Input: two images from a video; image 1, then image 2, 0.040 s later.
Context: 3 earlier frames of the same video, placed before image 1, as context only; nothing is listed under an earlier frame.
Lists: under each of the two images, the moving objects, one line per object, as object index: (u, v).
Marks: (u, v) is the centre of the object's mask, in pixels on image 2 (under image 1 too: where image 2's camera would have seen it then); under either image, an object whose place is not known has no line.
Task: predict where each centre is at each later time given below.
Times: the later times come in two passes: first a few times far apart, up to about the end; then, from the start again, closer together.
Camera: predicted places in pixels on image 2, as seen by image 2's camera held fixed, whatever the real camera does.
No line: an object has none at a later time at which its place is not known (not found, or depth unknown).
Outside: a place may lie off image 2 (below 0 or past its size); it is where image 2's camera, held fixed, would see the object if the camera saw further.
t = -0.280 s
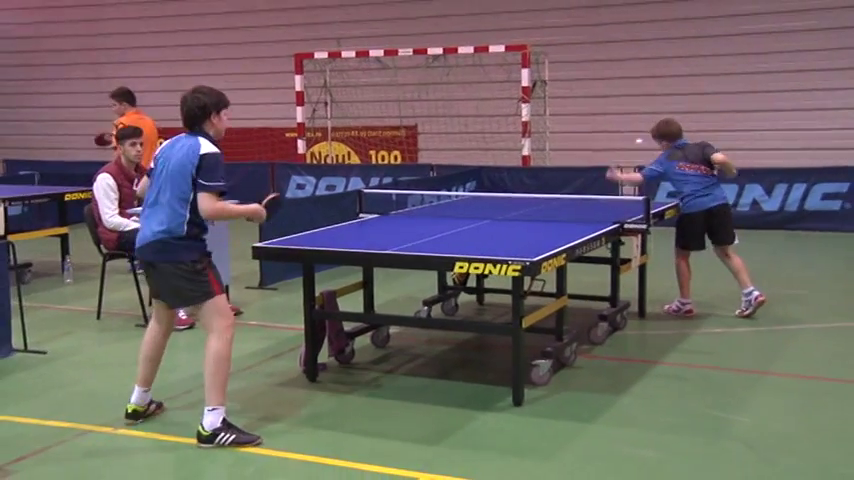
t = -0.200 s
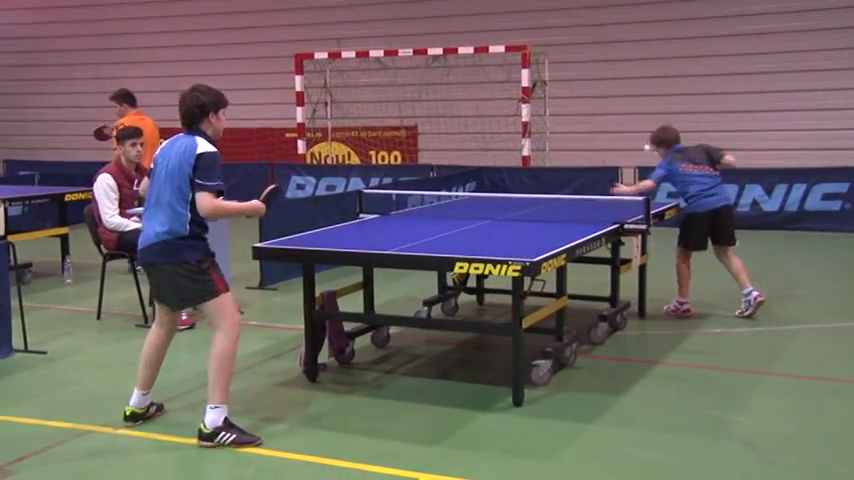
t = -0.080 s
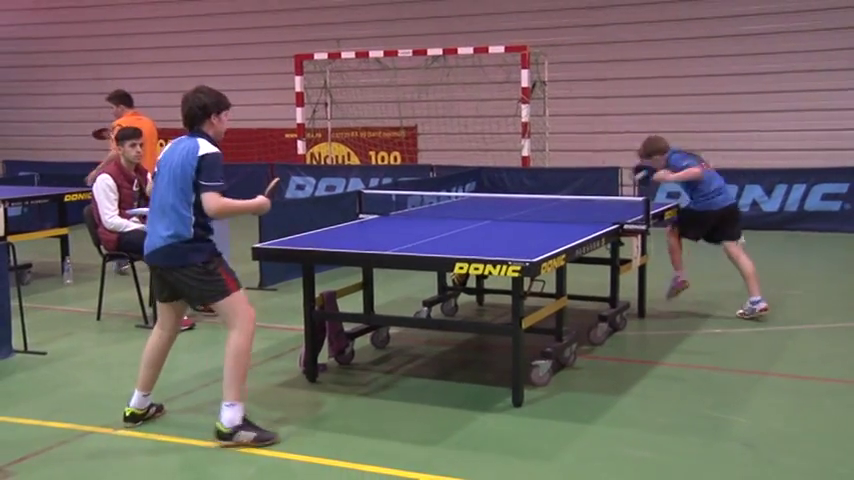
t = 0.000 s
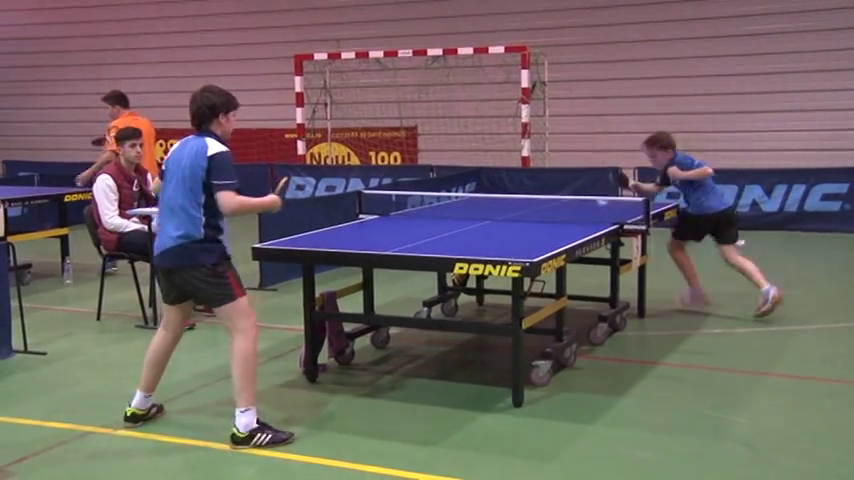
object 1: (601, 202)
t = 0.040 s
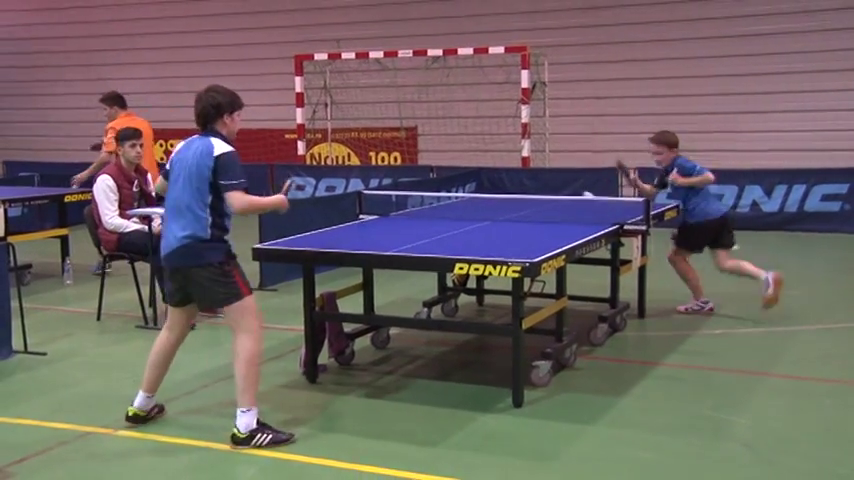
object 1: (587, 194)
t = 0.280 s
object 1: (504, 191)
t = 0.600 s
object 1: (415, 218)
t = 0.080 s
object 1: (573, 188)
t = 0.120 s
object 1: (559, 183)
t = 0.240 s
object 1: (517, 186)
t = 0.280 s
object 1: (504, 191)
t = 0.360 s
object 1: (477, 215)
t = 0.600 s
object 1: (415, 218)
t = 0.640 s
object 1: (407, 223)
